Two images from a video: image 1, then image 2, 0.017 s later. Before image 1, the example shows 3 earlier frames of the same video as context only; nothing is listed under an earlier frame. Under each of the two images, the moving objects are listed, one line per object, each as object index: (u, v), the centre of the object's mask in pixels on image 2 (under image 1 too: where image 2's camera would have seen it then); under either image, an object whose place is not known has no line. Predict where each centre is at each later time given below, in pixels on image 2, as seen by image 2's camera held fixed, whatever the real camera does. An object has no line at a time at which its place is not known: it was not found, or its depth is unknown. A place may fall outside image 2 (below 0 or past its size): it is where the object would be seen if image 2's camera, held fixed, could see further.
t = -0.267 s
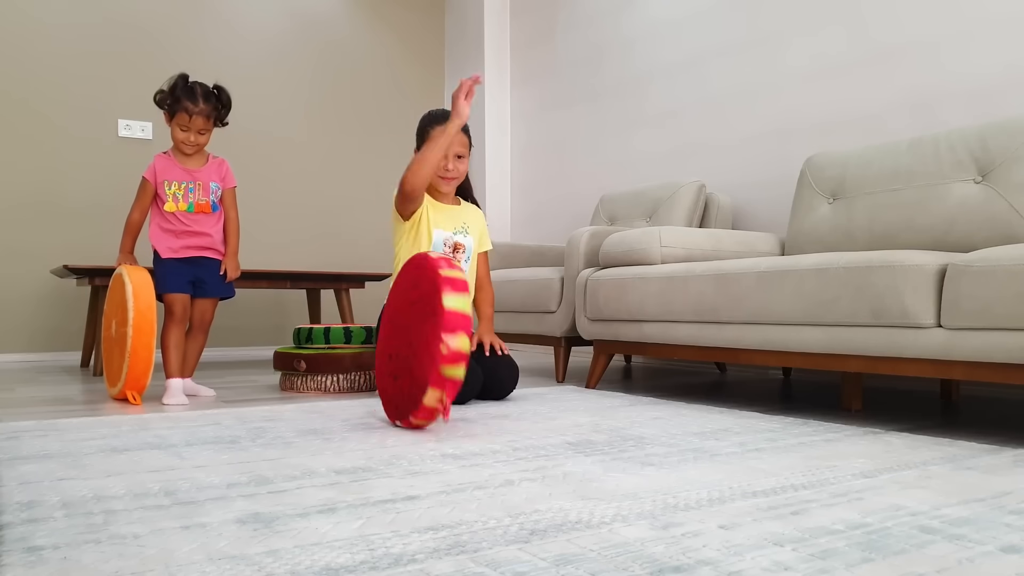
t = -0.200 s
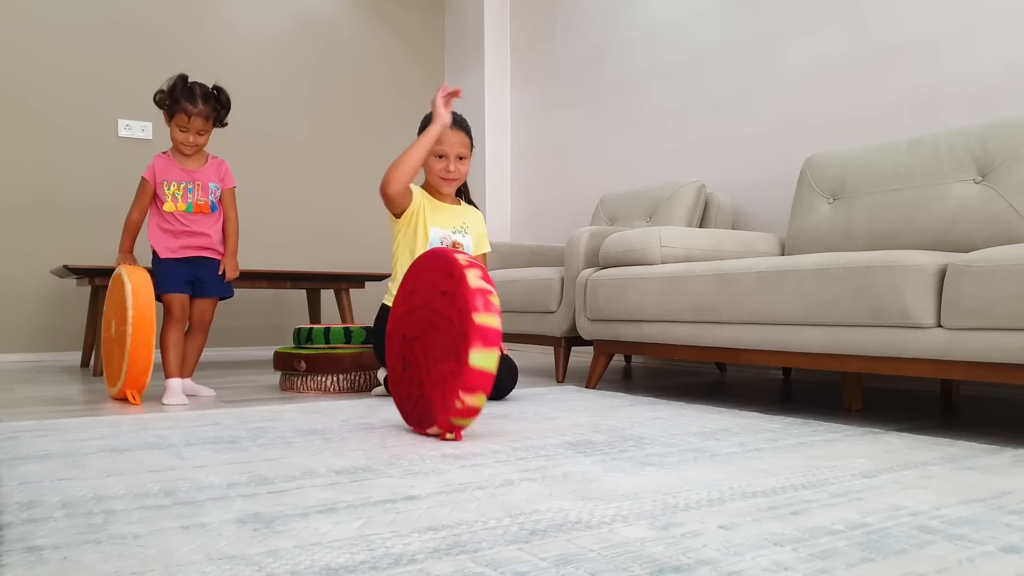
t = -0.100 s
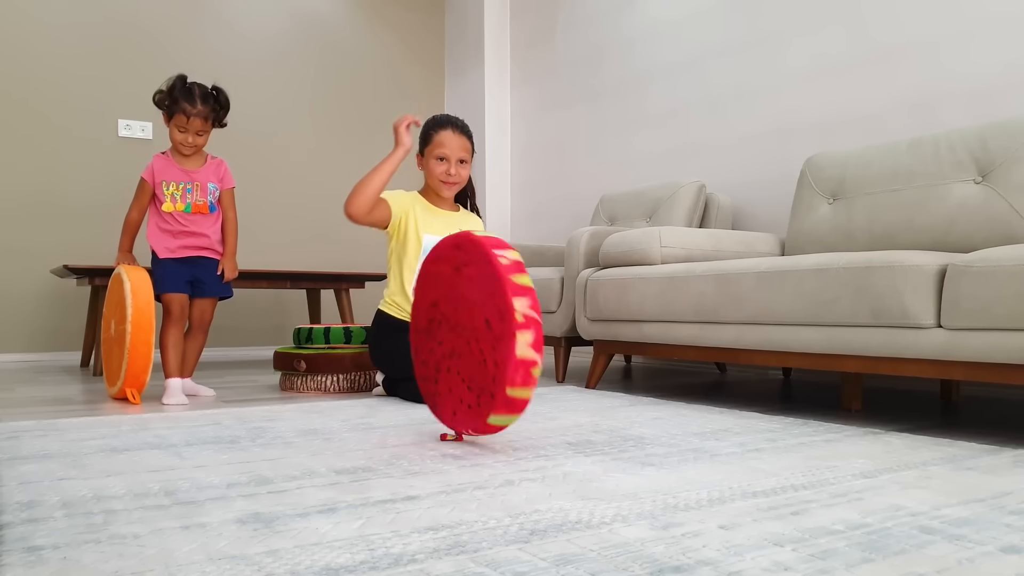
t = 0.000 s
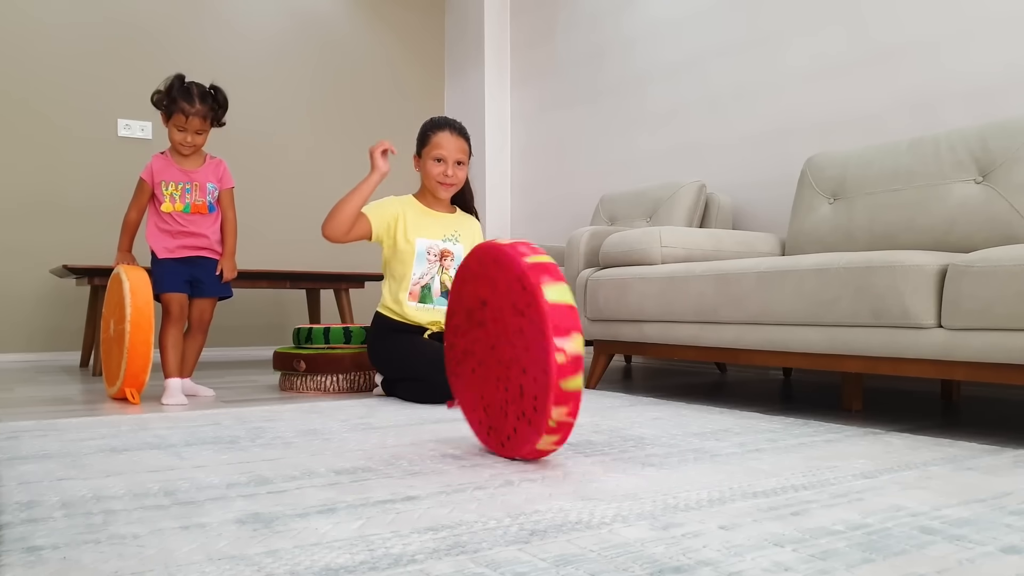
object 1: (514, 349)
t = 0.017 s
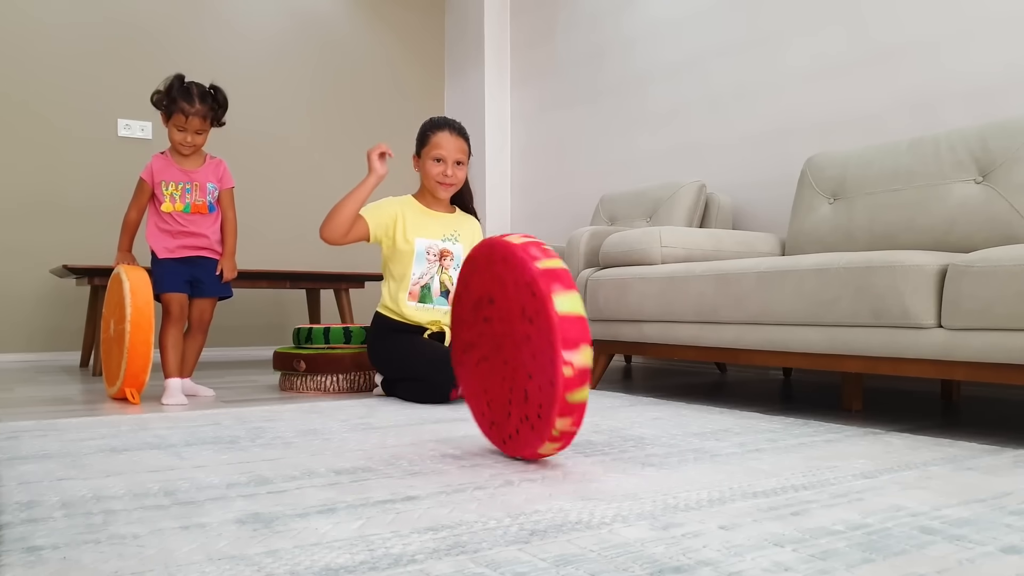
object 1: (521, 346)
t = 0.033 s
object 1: (528, 344)
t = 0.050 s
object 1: (535, 343)
